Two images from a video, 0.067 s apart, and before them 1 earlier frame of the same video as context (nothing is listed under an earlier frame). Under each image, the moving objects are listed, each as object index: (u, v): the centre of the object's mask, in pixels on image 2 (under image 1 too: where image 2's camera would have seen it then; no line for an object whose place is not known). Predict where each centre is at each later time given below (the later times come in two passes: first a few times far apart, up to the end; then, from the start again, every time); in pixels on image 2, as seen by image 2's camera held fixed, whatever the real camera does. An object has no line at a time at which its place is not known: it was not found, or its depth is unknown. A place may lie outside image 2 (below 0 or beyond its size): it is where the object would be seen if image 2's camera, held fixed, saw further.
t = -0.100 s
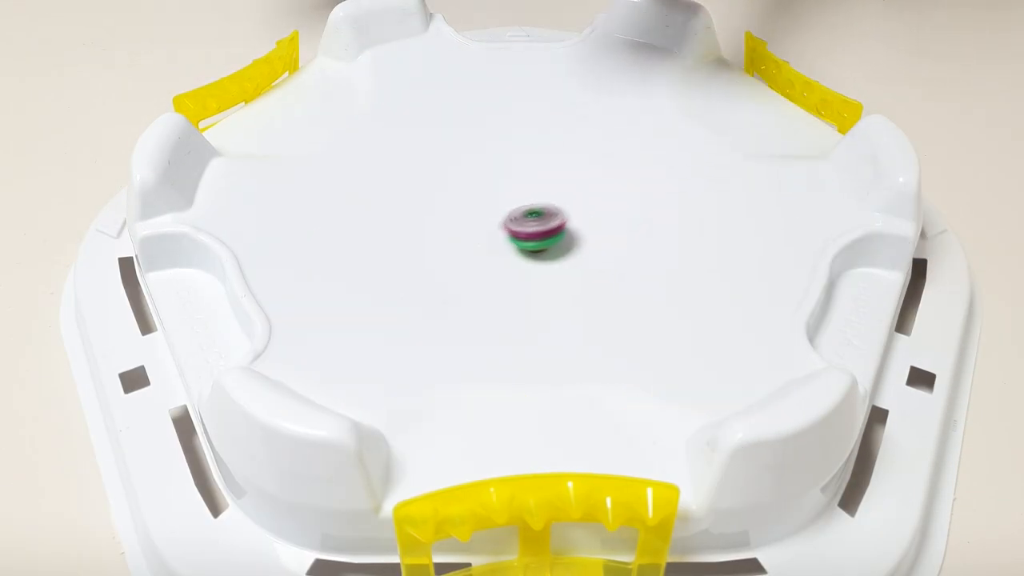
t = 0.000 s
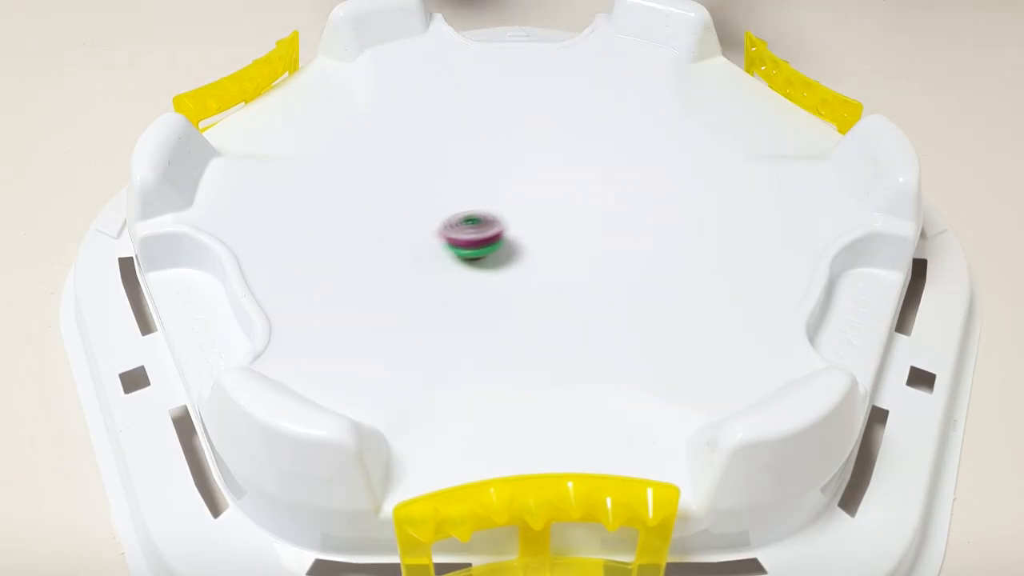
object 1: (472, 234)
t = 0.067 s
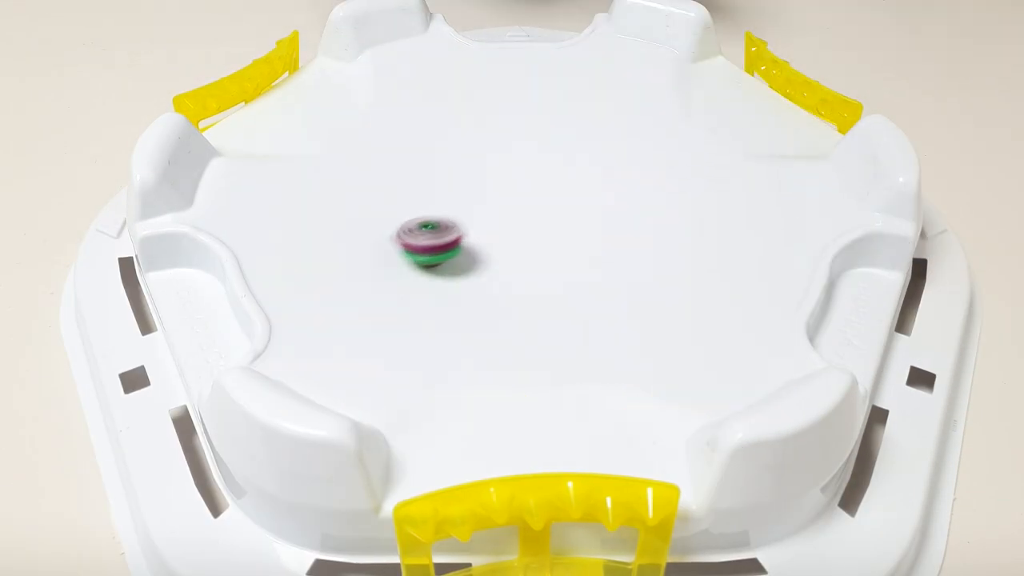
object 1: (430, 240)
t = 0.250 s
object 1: (342, 271)
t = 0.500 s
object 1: (296, 335)
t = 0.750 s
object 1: (387, 325)
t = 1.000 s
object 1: (487, 254)
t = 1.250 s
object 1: (483, 137)
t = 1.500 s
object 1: (395, 94)
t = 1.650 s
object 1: (360, 105)
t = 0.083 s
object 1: (419, 242)
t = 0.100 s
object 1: (410, 243)
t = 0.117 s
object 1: (400, 245)
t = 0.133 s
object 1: (392, 247)
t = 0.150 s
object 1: (384, 250)
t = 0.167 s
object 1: (376, 253)
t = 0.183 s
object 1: (369, 257)
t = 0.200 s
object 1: (361, 260)
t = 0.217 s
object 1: (355, 264)
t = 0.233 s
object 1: (348, 267)
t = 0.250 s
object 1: (342, 271)
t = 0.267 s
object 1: (336, 274)
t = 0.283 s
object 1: (330, 278)
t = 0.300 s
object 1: (324, 282)
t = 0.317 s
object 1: (319, 285)
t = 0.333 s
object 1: (314, 289)
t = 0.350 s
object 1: (308, 294)
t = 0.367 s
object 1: (304, 298)
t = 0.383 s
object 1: (299, 302)
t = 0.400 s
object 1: (296, 307)
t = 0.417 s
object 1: (293, 312)
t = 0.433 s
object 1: (292, 318)
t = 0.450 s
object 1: (291, 323)
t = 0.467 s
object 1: (291, 327)
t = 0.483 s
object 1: (293, 332)
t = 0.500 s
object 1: (296, 335)
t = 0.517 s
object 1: (300, 338)
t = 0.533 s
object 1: (304, 341)
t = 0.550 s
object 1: (309, 342)
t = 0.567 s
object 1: (314, 343)
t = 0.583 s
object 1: (319, 344)
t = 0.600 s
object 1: (325, 344)
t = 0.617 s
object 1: (331, 343)
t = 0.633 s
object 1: (338, 342)
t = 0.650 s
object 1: (345, 341)
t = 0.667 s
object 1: (352, 339)
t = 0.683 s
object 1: (359, 337)
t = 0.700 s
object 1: (366, 334)
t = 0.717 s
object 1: (373, 332)
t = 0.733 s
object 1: (380, 329)
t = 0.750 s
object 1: (387, 325)
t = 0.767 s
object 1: (394, 321)
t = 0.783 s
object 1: (401, 318)
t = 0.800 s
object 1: (408, 314)
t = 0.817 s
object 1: (415, 309)
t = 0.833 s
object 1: (423, 305)
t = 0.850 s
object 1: (430, 301)
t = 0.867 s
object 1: (437, 296)
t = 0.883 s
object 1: (444, 292)
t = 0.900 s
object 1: (450, 287)
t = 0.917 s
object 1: (457, 282)
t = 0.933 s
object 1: (464, 277)
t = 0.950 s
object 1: (470, 272)
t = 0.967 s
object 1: (476, 266)
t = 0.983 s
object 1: (482, 260)
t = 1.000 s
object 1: (487, 254)
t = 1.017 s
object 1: (491, 247)
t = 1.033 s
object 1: (494, 239)
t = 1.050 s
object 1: (497, 231)
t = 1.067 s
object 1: (499, 222)
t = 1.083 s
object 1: (501, 214)
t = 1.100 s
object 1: (502, 206)
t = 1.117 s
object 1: (502, 197)
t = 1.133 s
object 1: (501, 190)
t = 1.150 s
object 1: (500, 181)
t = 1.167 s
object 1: (498, 172)
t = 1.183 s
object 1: (497, 165)
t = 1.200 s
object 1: (494, 158)
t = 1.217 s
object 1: (491, 150)
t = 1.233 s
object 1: (487, 144)
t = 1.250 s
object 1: (483, 137)
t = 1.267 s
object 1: (478, 130)
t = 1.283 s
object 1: (474, 125)
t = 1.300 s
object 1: (468, 121)
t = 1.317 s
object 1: (463, 117)
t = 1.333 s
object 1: (457, 113)
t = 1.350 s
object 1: (452, 110)
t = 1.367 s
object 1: (445, 108)
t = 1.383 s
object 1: (439, 105)
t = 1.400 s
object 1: (433, 103)
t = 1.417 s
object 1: (426, 101)
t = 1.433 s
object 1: (420, 99)
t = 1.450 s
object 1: (414, 97)
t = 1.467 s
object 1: (407, 95)
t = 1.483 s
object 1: (401, 95)
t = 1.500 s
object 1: (395, 94)
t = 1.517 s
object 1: (390, 94)
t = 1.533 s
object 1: (385, 94)
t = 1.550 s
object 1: (379, 95)
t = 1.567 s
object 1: (375, 95)
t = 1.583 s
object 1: (371, 96)
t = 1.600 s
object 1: (367, 98)
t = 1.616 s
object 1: (364, 100)
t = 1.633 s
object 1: (362, 102)
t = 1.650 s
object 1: (360, 105)
